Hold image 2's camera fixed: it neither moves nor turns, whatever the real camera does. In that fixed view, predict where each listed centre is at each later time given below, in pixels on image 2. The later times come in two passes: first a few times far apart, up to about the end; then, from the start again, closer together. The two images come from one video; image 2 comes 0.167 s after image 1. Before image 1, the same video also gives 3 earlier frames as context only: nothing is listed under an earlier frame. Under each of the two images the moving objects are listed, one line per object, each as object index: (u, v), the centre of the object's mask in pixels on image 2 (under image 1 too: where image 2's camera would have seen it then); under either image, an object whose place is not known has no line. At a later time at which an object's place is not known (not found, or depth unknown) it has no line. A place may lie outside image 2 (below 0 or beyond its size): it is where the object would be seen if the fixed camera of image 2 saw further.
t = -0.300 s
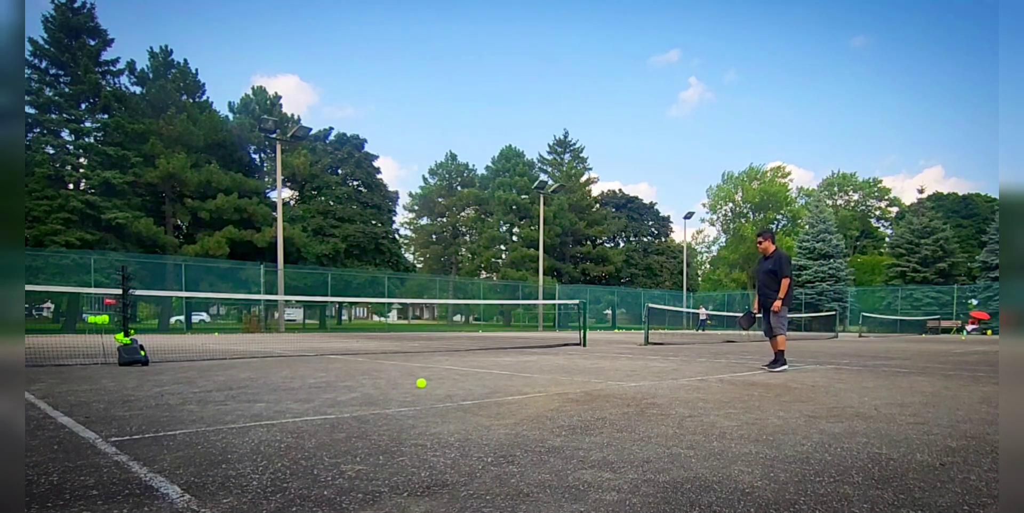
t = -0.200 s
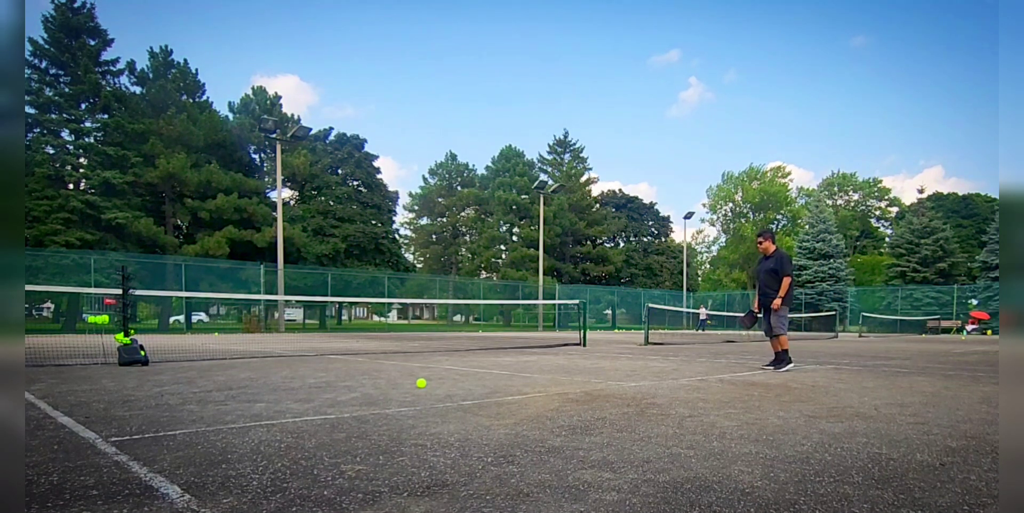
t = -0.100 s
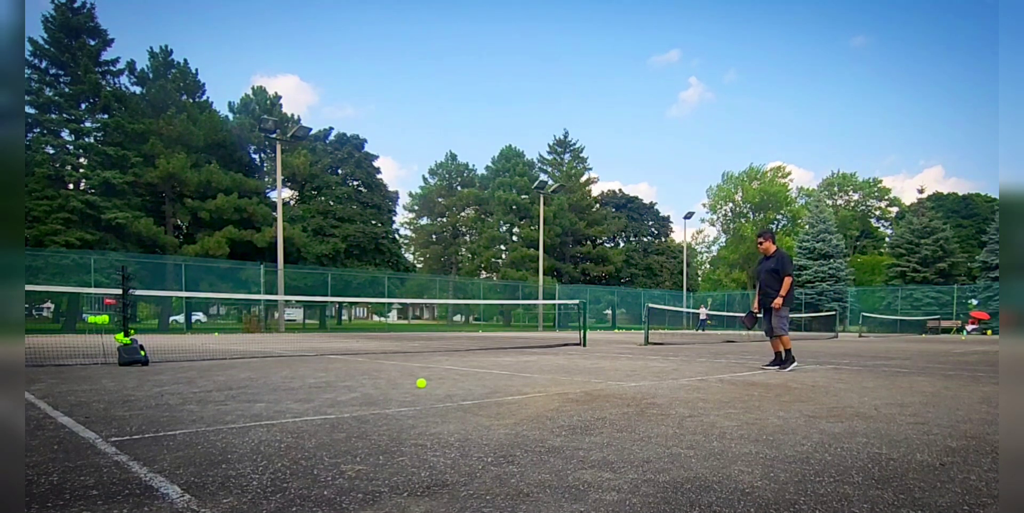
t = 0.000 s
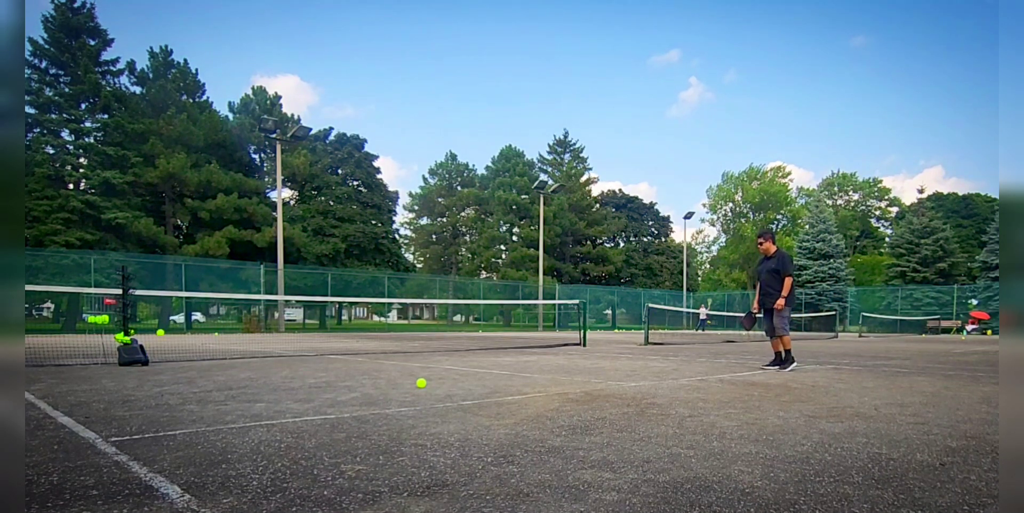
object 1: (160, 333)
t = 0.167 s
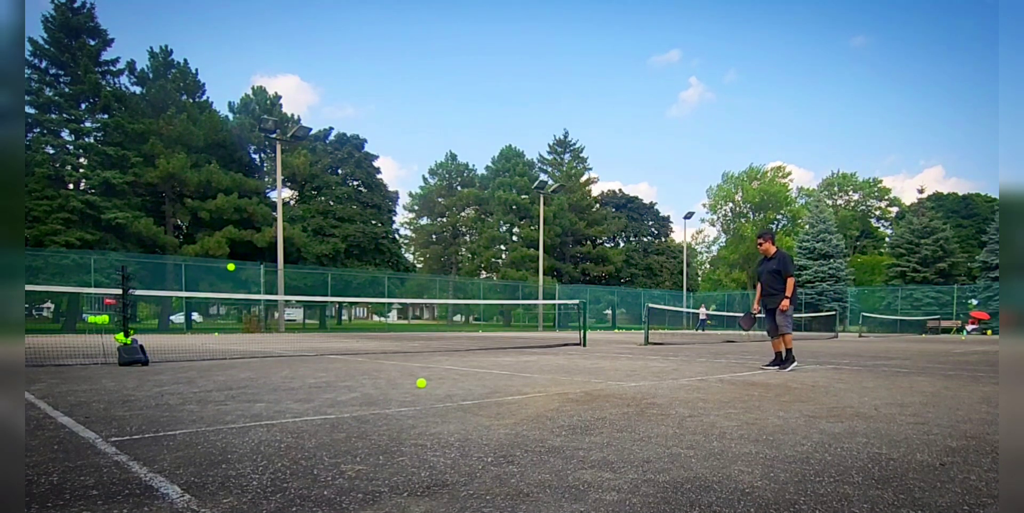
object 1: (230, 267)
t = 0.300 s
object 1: (285, 233)
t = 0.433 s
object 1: (339, 215)
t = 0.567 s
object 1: (392, 212)
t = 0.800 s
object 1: (482, 242)
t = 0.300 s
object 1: (285, 233)
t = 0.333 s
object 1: (299, 227)
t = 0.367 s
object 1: (312, 222)
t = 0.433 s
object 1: (339, 215)
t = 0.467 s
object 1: (353, 212)
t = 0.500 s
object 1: (366, 211)
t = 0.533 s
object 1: (380, 211)
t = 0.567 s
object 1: (392, 212)
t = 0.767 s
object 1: (470, 235)
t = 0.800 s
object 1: (482, 242)
